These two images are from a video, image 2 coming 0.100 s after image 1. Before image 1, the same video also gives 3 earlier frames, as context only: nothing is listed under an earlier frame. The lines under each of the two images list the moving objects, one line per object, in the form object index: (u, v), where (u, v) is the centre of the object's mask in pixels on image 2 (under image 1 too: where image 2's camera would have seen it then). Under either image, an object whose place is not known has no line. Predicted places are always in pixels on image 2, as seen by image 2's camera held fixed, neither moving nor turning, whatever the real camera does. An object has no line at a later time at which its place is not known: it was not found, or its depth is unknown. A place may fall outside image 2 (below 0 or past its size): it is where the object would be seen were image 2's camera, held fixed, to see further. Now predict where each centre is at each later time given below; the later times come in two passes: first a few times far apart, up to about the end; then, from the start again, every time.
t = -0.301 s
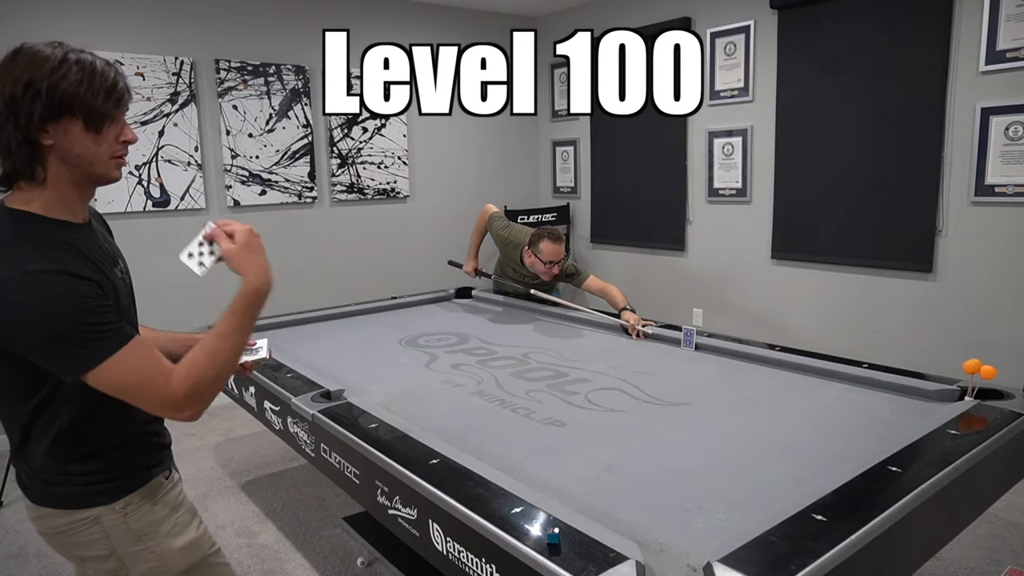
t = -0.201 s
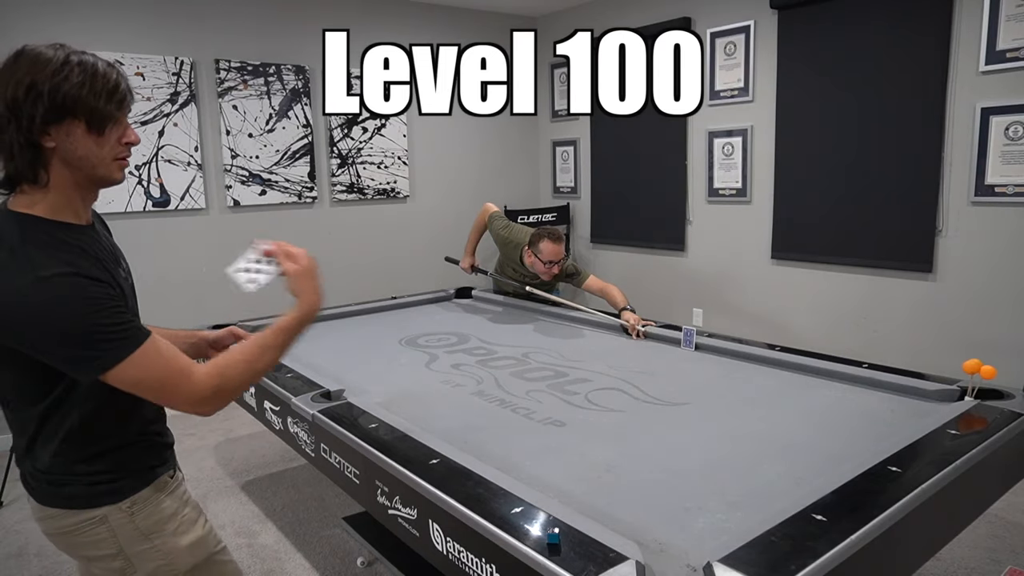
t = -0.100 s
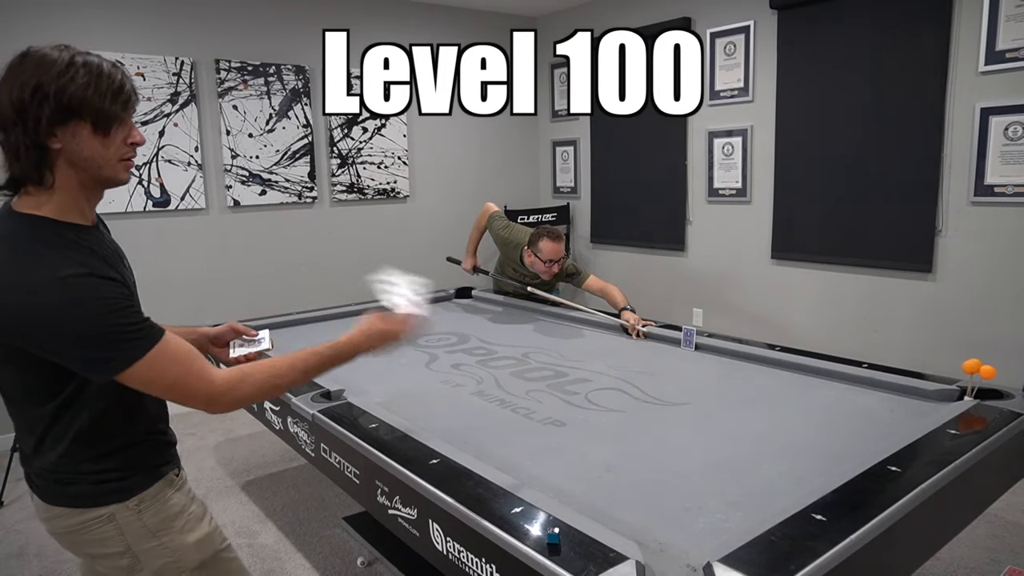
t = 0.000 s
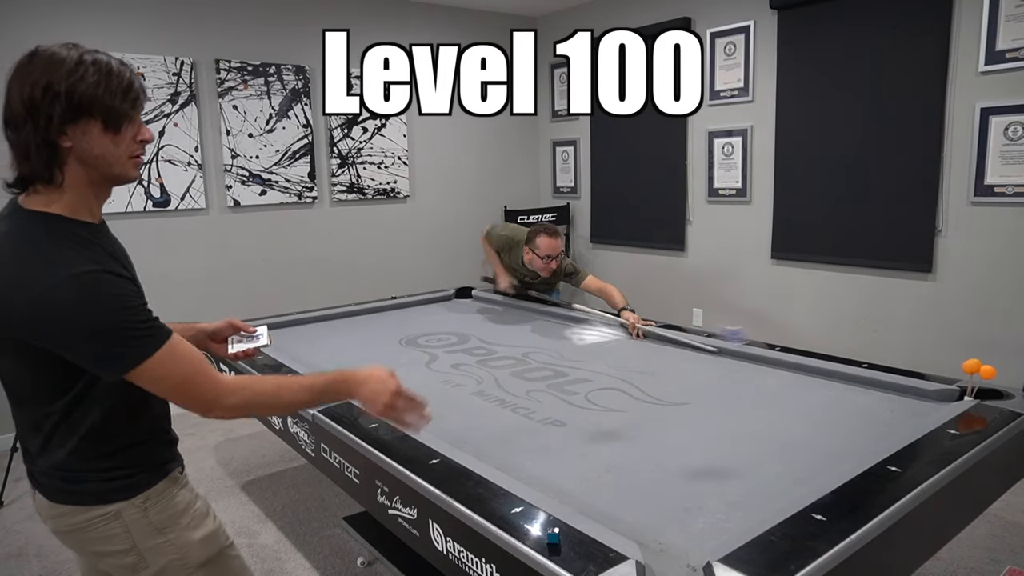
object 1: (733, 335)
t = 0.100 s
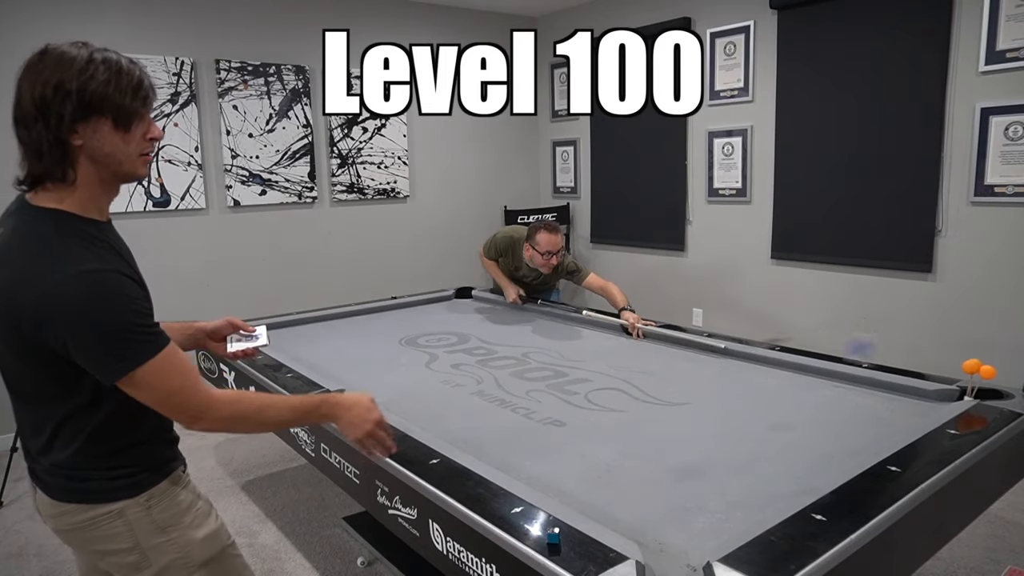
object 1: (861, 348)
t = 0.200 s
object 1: (940, 374)
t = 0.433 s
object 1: (891, 384)
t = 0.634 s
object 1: (861, 398)
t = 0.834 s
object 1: (860, 398)
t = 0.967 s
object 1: (860, 398)
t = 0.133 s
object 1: (911, 362)
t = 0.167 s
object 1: (949, 374)
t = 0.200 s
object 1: (940, 374)
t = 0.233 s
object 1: (928, 377)
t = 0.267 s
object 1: (918, 384)
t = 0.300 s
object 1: (910, 386)
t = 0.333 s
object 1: (906, 385)
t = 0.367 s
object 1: (901, 384)
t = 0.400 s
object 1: (896, 383)
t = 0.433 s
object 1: (891, 384)
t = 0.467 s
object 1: (885, 387)
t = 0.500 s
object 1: (880, 388)
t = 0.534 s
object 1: (874, 395)
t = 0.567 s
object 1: (867, 398)
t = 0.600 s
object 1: (863, 398)
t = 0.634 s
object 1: (861, 398)
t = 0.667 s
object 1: (861, 398)
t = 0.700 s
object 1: (861, 398)
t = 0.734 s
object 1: (861, 398)
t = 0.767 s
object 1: (860, 398)
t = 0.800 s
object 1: (860, 398)
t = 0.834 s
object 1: (860, 398)
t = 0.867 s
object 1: (860, 398)
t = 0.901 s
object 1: (860, 398)
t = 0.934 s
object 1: (860, 398)
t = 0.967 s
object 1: (860, 398)
